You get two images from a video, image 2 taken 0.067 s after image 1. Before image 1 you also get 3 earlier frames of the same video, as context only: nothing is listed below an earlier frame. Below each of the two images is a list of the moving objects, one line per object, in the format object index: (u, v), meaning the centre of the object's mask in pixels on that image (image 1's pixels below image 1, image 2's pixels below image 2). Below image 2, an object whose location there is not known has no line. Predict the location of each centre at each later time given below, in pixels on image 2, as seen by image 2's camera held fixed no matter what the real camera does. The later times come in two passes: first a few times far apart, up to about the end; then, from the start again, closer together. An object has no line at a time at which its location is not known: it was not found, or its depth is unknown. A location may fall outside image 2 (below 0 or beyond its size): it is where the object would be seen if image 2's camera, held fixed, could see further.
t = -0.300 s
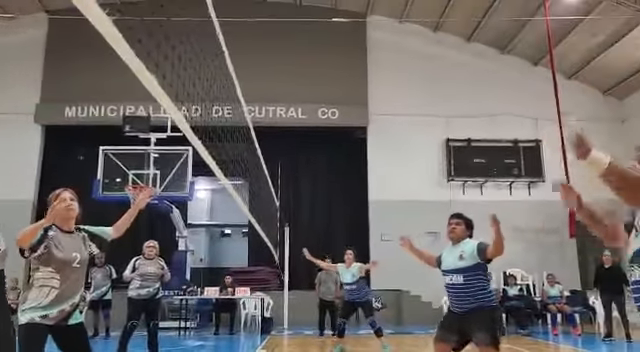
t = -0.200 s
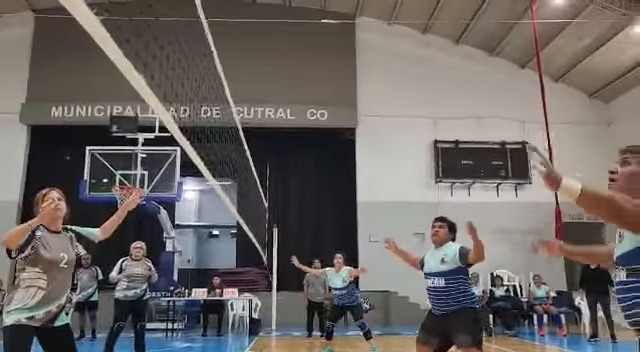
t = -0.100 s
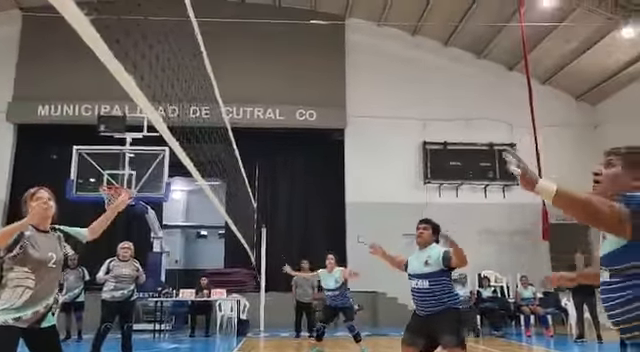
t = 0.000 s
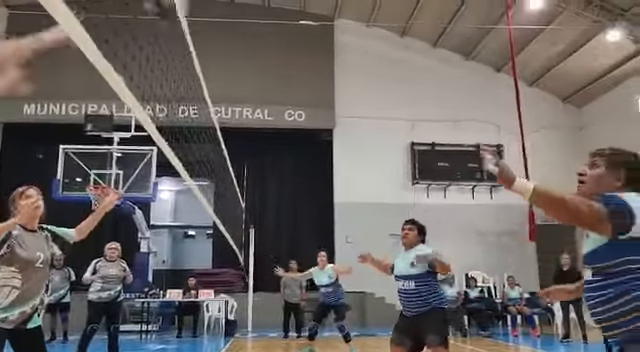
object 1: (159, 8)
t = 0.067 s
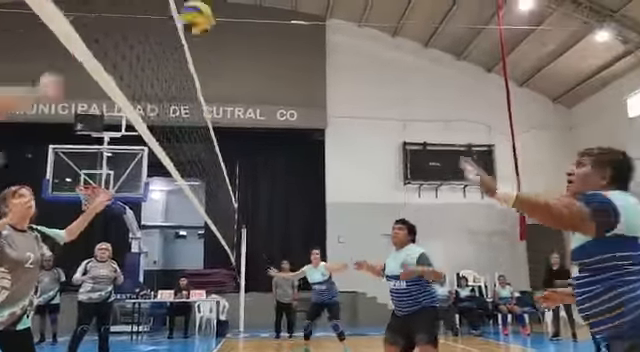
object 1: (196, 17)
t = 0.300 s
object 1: (276, 74)
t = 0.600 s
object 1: (335, 184)
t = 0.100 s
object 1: (211, 24)
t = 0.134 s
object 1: (223, 30)
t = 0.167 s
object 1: (234, 40)
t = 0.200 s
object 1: (246, 48)
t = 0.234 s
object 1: (254, 56)
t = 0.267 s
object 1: (267, 66)
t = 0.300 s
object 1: (276, 74)
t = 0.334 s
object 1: (283, 86)
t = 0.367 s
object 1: (290, 95)
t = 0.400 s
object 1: (299, 107)
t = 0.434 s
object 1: (308, 115)
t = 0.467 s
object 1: (311, 132)
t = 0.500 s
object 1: (317, 143)
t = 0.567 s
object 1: (329, 169)
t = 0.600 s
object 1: (335, 184)
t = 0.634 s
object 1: (340, 196)
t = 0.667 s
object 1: (348, 206)
